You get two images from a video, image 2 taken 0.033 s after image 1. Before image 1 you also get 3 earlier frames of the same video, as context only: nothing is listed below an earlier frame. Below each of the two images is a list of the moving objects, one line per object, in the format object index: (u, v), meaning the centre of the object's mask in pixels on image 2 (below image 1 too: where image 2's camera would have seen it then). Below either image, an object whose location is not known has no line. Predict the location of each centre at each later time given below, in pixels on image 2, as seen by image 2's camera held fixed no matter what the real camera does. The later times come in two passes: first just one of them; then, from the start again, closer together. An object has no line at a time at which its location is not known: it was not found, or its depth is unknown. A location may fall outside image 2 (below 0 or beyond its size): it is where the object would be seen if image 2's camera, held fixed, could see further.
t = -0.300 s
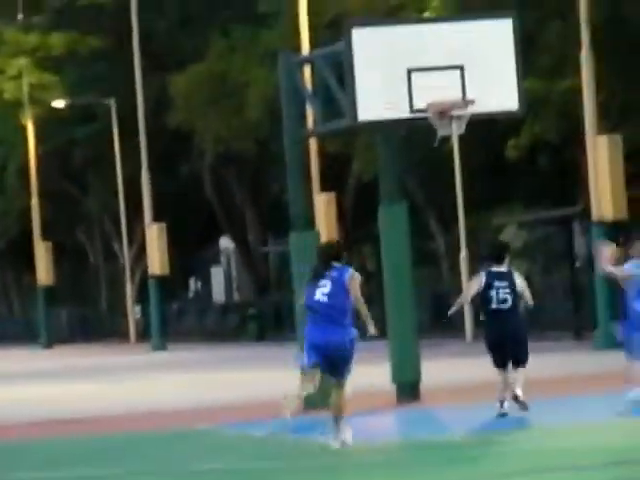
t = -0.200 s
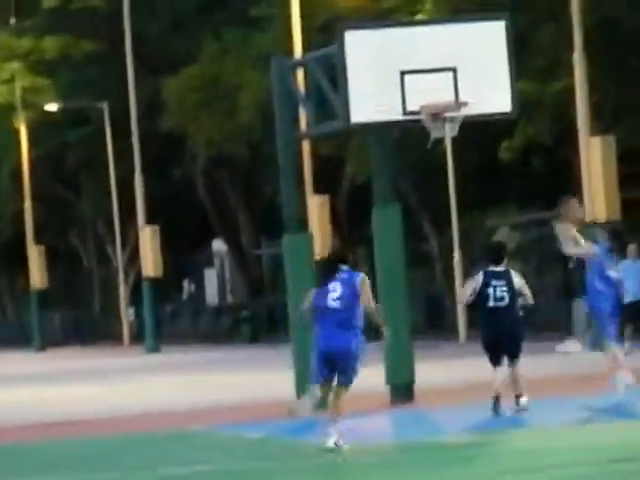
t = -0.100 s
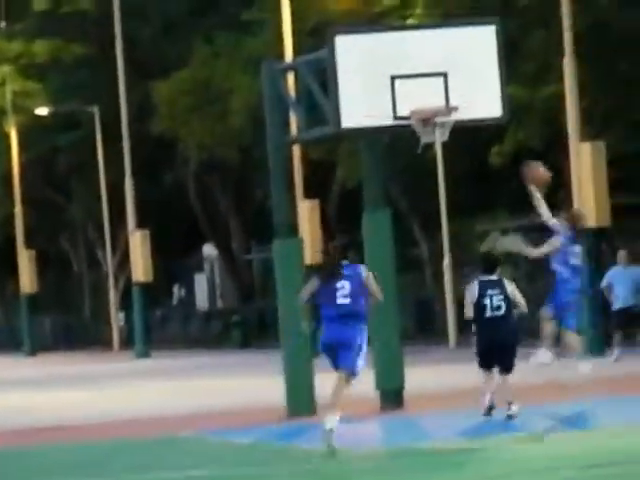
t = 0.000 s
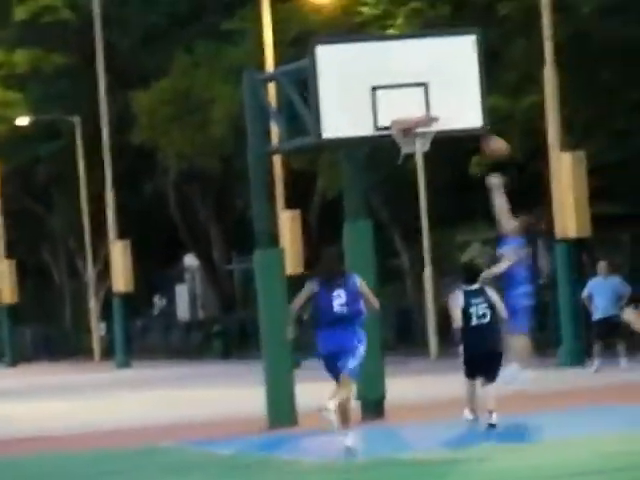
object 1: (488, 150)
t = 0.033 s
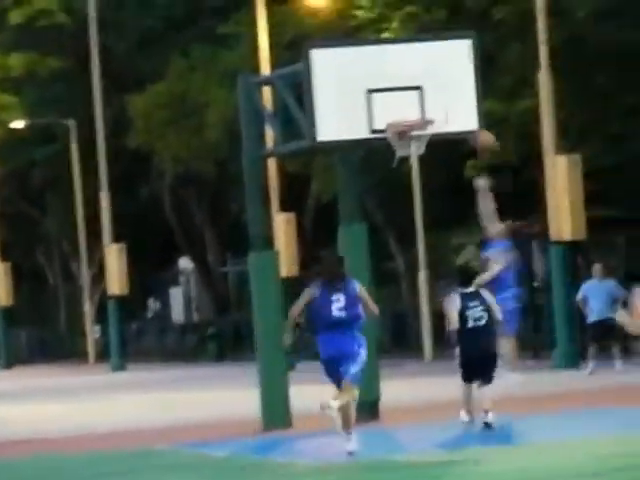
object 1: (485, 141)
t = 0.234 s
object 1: (439, 105)
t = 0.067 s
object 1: (478, 132)
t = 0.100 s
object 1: (468, 126)
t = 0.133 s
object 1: (460, 118)
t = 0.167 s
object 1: (452, 113)
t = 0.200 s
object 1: (447, 109)
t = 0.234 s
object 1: (439, 105)
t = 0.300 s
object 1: (427, 102)
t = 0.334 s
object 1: (420, 103)
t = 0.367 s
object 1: (411, 105)
